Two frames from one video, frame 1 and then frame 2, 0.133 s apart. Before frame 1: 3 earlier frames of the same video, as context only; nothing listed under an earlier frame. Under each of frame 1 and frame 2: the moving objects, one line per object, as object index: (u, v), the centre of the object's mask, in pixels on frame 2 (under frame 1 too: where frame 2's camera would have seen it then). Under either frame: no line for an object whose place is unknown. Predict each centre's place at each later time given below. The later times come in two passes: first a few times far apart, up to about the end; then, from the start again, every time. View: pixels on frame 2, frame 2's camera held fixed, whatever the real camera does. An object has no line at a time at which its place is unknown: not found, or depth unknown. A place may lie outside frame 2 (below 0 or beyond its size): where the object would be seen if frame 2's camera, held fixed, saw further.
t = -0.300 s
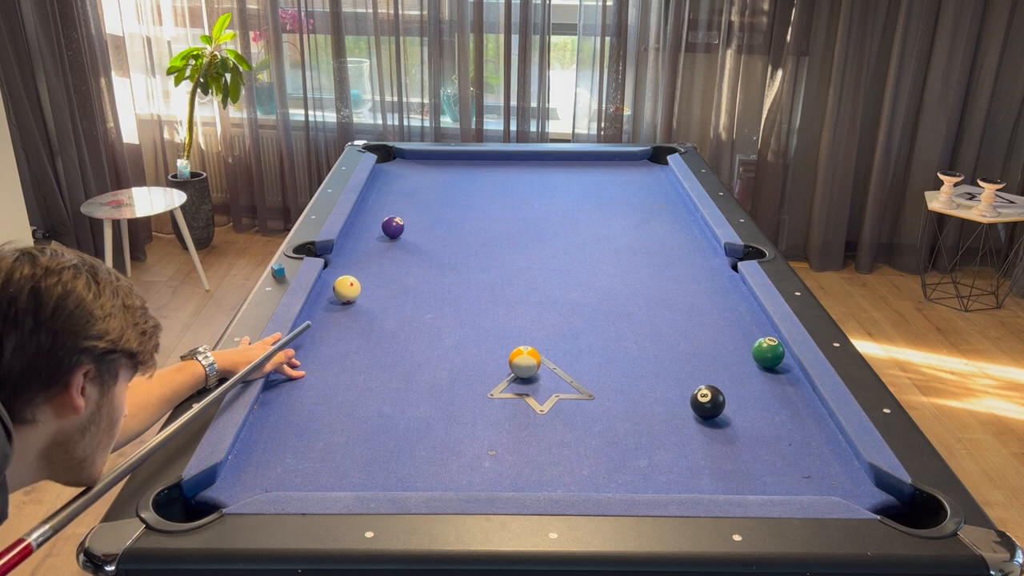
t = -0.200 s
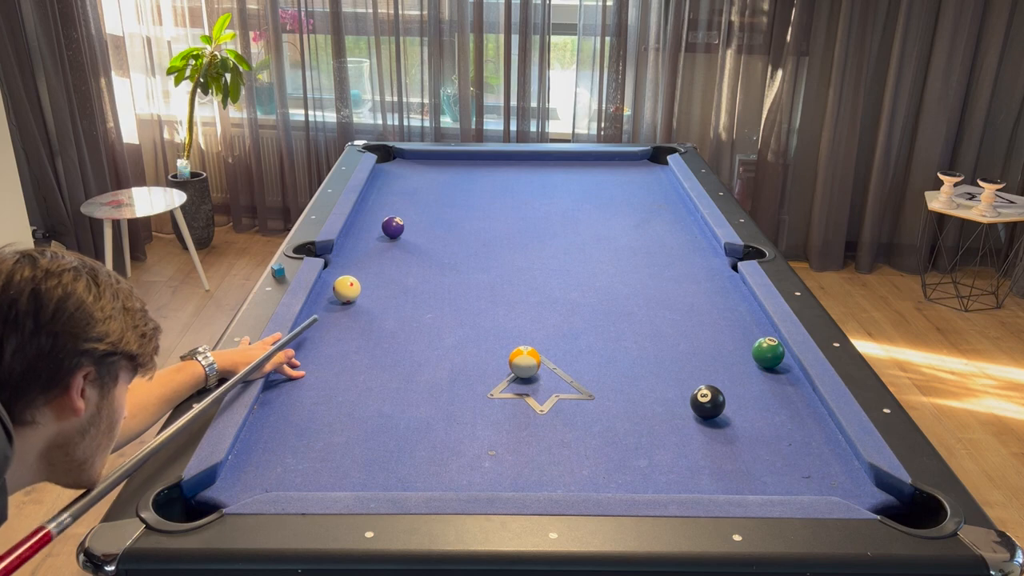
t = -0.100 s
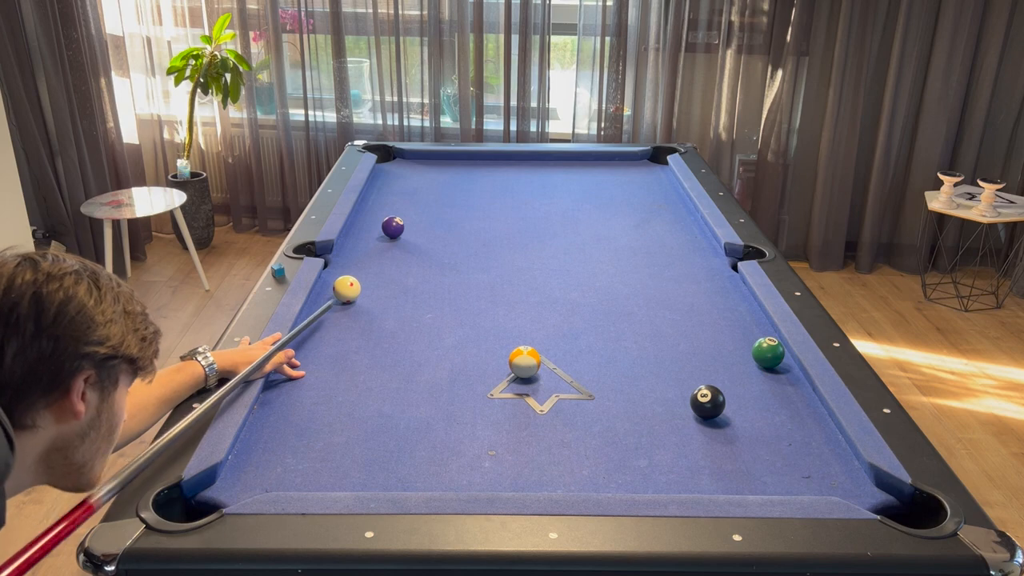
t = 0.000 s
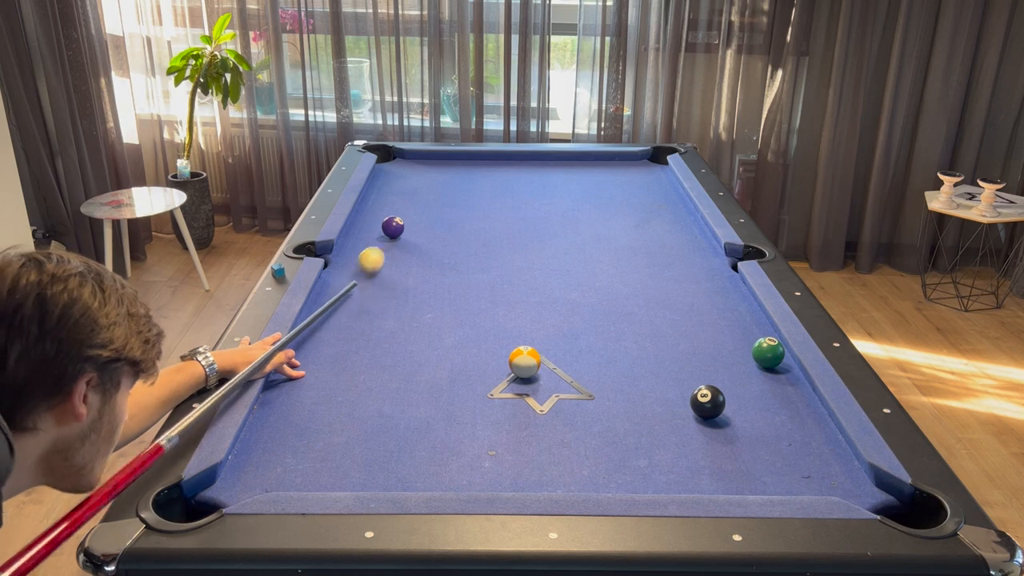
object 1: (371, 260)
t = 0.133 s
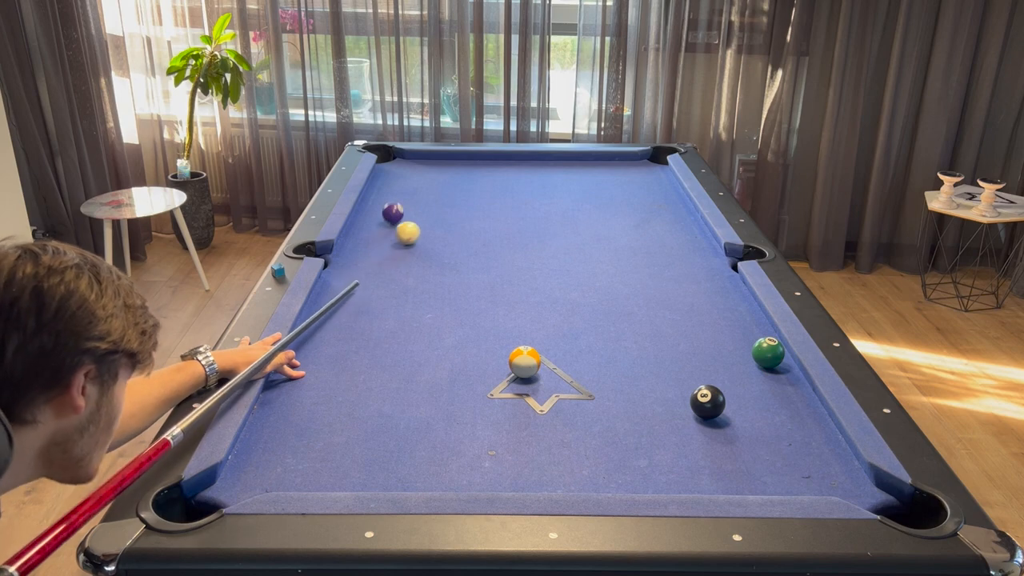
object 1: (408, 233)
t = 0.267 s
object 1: (437, 228)
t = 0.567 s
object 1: (496, 218)
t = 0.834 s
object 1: (543, 210)
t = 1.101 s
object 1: (585, 203)
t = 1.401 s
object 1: (628, 196)
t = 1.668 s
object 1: (663, 190)
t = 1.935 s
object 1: (663, 187)
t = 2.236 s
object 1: (643, 185)
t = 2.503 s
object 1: (628, 184)
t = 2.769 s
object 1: (616, 183)
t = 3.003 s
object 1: (608, 183)
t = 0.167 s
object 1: (416, 232)
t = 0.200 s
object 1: (423, 230)
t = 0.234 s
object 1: (430, 229)
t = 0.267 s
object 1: (437, 228)
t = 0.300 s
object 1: (444, 227)
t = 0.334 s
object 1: (451, 226)
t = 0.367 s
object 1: (458, 225)
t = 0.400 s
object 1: (464, 223)
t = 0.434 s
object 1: (471, 222)
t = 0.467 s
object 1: (477, 221)
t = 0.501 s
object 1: (484, 220)
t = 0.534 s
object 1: (490, 219)
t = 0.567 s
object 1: (496, 218)
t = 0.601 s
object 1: (502, 217)
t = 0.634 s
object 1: (508, 216)
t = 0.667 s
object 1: (514, 215)
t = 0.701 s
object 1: (520, 214)
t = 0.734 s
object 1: (526, 213)
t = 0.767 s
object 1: (532, 212)
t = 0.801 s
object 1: (537, 211)
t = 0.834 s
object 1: (543, 210)
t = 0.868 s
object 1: (548, 209)
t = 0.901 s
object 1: (554, 208)
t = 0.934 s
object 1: (559, 207)
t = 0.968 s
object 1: (565, 206)
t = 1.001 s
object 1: (570, 205)
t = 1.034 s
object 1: (575, 204)
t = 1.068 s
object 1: (580, 203)
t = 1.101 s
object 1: (585, 203)
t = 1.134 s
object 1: (590, 202)
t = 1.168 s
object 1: (595, 201)
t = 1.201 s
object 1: (600, 200)
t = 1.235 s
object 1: (605, 199)
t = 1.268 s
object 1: (610, 199)
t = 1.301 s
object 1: (614, 198)
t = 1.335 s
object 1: (619, 197)
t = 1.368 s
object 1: (624, 197)
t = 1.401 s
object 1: (628, 196)
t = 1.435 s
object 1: (633, 195)
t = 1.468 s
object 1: (637, 194)
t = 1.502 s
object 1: (642, 194)
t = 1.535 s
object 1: (646, 193)
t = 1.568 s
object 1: (650, 192)
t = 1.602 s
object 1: (655, 192)
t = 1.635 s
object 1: (659, 191)
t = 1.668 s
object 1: (663, 190)
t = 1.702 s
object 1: (667, 190)
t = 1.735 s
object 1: (671, 189)
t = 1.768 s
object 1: (675, 189)
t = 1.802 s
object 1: (674, 188)
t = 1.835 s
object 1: (671, 188)
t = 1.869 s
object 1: (668, 188)
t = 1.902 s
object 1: (666, 187)
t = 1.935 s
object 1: (663, 187)
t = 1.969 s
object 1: (661, 187)
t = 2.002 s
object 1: (658, 187)
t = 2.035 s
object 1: (656, 186)
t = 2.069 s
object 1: (654, 186)
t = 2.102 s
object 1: (652, 186)
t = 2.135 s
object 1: (649, 186)
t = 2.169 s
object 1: (647, 186)
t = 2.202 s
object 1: (645, 185)
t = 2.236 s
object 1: (643, 185)
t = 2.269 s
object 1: (641, 185)
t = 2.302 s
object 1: (639, 185)
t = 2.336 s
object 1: (637, 185)
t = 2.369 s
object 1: (635, 184)
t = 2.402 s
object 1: (633, 184)
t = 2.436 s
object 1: (631, 184)
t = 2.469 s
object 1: (630, 184)
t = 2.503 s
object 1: (628, 184)
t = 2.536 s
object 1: (627, 184)
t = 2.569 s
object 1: (625, 184)
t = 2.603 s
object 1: (624, 183)
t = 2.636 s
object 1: (622, 183)
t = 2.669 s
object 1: (620, 183)
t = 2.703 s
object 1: (619, 183)
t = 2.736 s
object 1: (618, 183)
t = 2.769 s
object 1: (616, 183)
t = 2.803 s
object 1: (615, 183)
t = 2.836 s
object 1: (614, 183)
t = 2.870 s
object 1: (613, 183)
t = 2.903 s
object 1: (612, 183)
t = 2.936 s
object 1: (611, 183)
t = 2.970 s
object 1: (609, 183)
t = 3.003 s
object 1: (608, 183)
